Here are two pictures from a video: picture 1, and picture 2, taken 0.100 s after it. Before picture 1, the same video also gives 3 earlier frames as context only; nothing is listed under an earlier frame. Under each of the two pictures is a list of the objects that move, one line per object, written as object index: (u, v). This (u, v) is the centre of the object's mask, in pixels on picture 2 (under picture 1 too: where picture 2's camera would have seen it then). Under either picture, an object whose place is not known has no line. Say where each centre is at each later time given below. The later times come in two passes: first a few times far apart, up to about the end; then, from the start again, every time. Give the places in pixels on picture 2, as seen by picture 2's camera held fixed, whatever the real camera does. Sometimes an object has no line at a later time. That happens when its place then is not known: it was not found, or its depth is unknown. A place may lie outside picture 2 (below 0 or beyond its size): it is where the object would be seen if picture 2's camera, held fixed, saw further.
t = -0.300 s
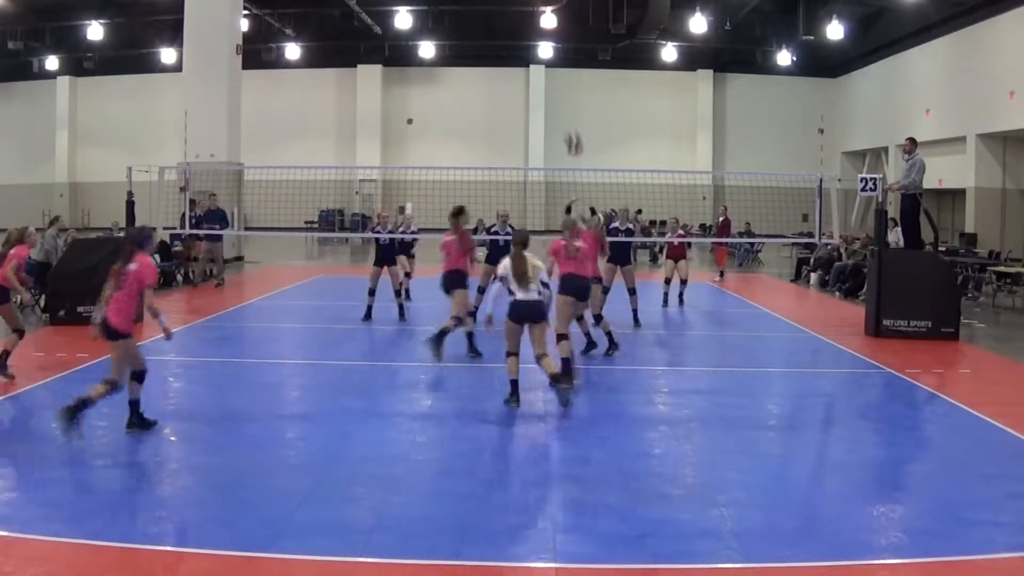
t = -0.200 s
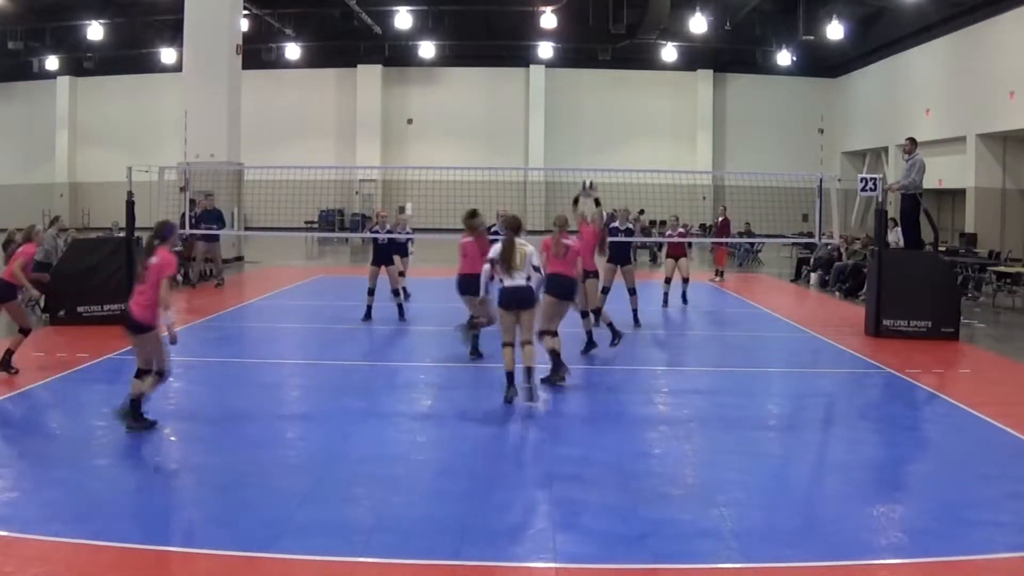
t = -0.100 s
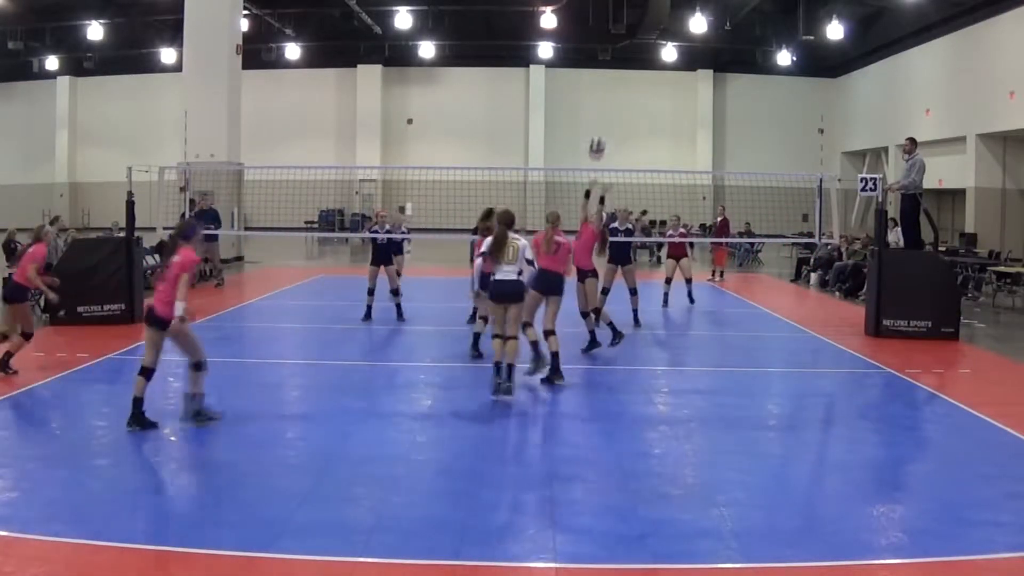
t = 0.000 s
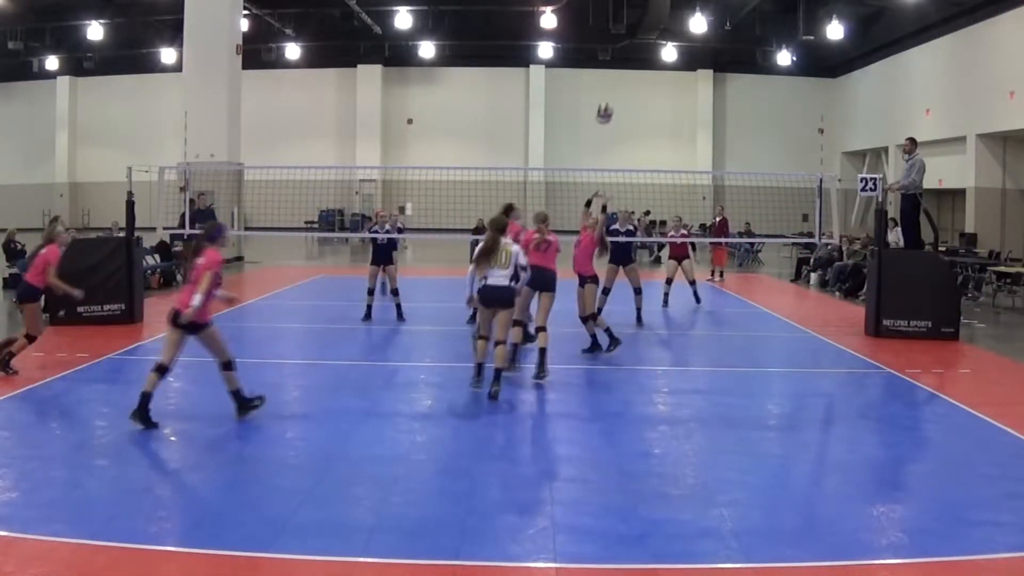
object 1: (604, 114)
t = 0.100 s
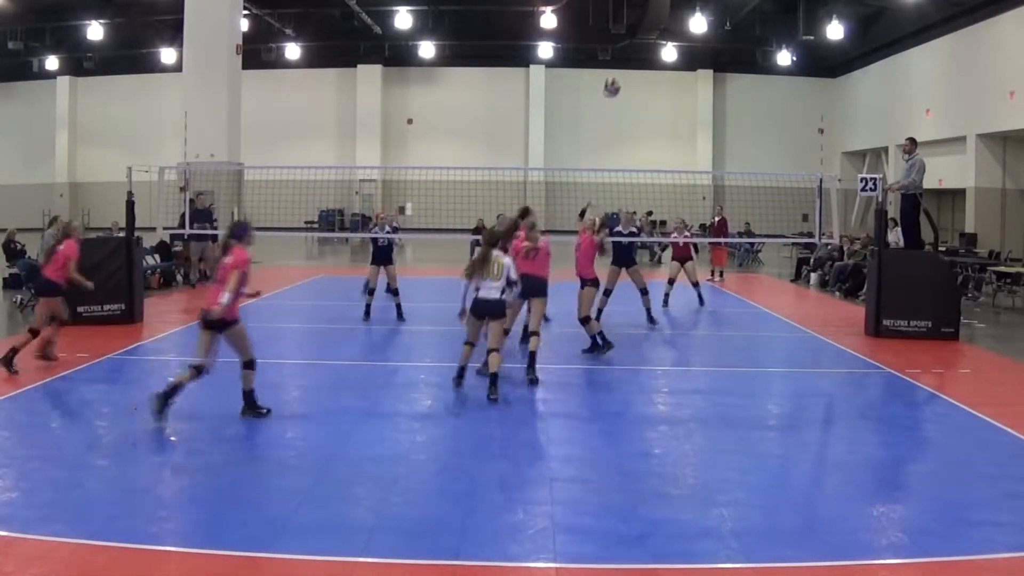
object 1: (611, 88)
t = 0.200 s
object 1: (619, 69)
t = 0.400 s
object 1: (633, 60)
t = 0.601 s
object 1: (646, 82)
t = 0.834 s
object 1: (660, 145)
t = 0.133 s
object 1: (614, 81)
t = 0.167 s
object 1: (617, 74)
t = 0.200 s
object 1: (619, 69)
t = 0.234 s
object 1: (622, 66)
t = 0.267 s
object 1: (623, 63)
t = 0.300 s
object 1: (626, 61)
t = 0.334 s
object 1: (628, 60)
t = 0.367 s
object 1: (631, 60)
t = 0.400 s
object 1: (633, 60)
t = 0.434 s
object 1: (635, 61)
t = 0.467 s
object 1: (637, 63)
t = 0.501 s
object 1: (639, 66)
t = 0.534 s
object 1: (642, 70)
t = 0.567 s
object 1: (644, 75)
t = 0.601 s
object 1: (646, 82)
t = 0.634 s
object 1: (648, 88)
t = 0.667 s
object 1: (650, 96)
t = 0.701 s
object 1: (652, 104)
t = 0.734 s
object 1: (655, 113)
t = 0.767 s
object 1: (656, 123)
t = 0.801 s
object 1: (658, 133)
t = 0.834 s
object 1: (660, 145)
